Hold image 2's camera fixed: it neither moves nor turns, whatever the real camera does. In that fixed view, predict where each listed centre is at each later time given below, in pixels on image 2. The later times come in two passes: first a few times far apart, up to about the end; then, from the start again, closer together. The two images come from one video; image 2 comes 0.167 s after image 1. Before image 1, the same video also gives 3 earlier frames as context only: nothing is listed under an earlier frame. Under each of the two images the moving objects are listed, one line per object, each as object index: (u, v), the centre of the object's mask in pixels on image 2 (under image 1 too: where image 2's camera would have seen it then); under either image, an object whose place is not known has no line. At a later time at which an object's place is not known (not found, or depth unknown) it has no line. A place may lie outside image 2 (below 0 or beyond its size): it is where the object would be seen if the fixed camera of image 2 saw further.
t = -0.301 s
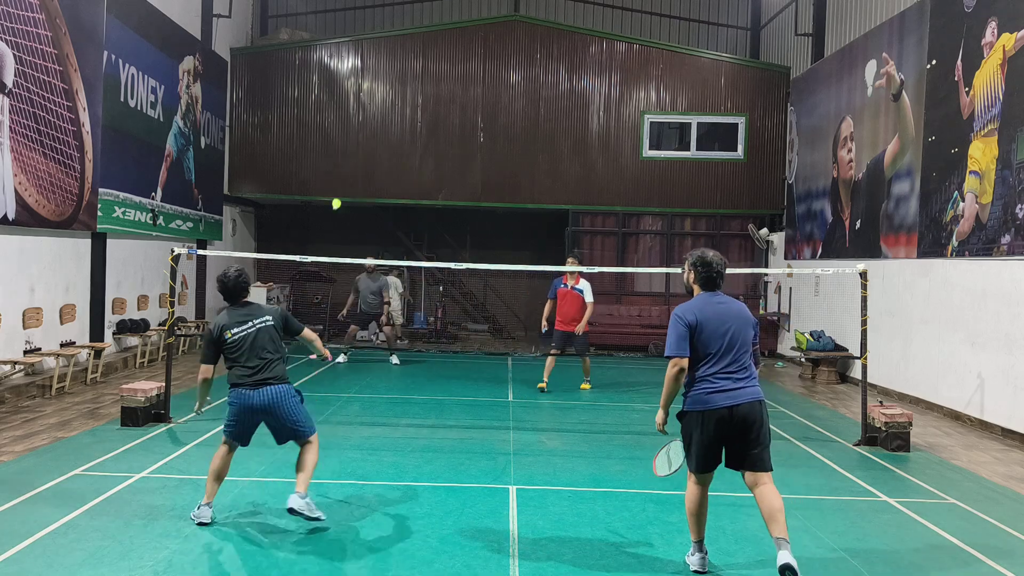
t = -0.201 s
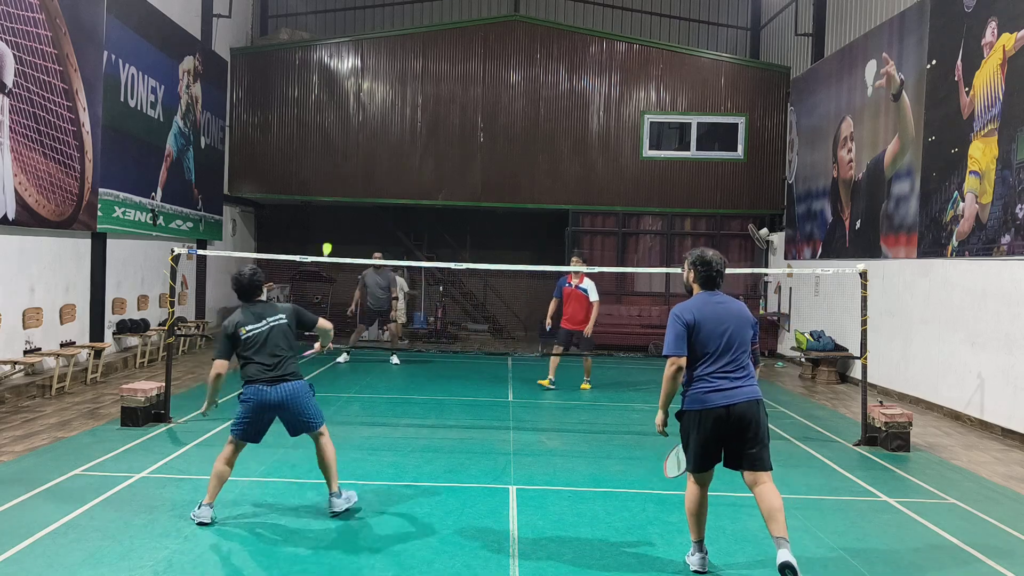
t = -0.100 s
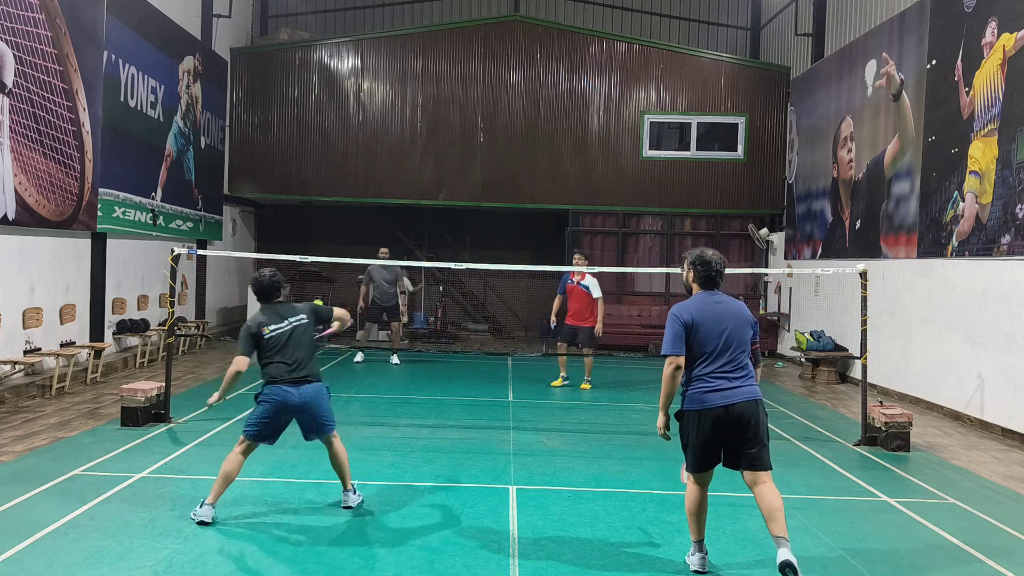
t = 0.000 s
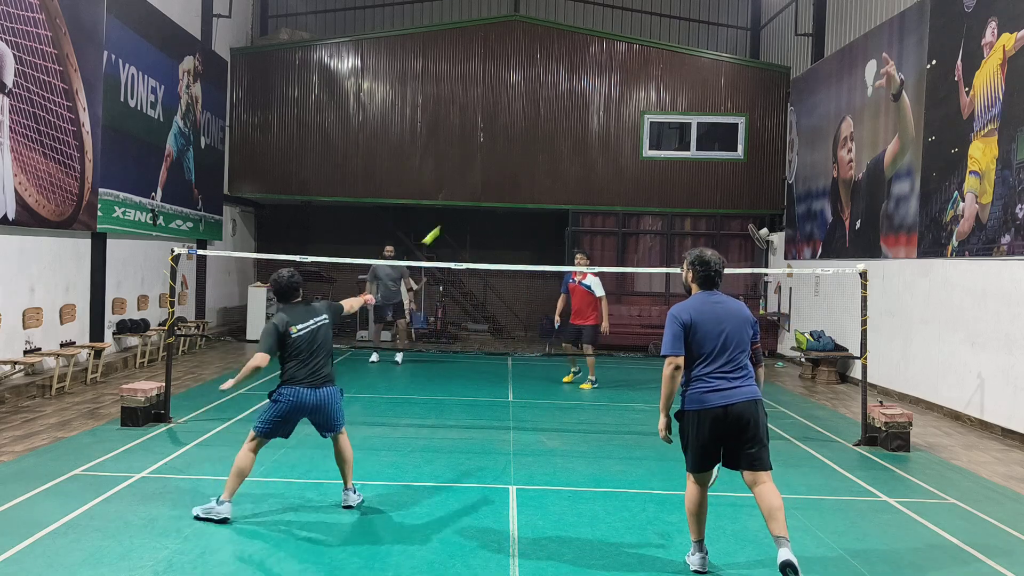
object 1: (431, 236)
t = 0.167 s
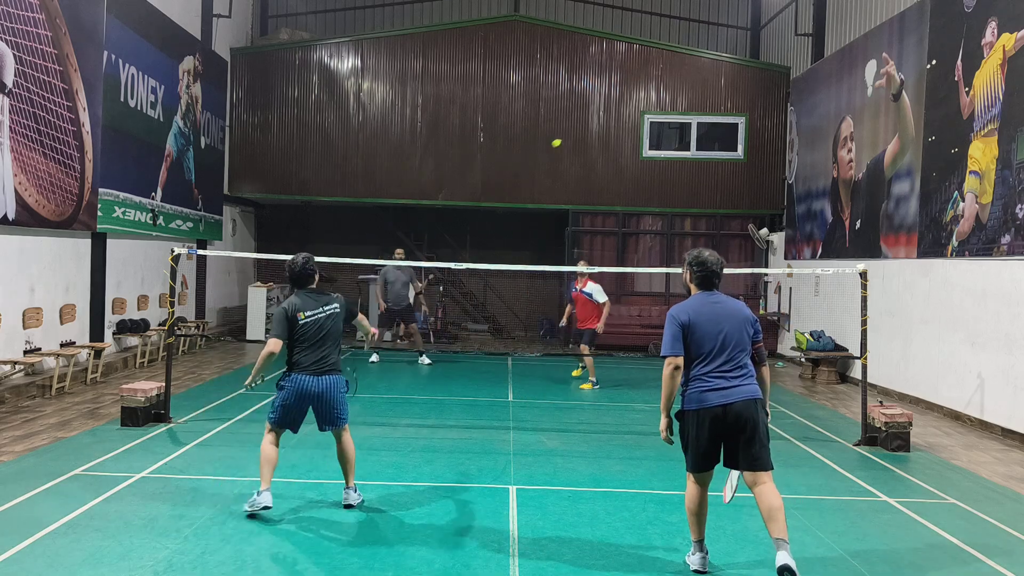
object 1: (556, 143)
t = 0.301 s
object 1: (604, 122)
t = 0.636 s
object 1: (668, 142)
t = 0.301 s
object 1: (604, 122)
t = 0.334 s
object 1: (614, 120)
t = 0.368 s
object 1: (622, 119)
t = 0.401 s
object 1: (629, 119)
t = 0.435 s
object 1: (636, 120)
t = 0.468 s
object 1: (642, 123)
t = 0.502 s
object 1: (648, 125)
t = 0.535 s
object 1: (653, 128)
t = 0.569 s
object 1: (659, 132)
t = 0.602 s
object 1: (663, 136)
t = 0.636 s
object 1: (668, 142)
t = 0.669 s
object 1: (672, 147)
